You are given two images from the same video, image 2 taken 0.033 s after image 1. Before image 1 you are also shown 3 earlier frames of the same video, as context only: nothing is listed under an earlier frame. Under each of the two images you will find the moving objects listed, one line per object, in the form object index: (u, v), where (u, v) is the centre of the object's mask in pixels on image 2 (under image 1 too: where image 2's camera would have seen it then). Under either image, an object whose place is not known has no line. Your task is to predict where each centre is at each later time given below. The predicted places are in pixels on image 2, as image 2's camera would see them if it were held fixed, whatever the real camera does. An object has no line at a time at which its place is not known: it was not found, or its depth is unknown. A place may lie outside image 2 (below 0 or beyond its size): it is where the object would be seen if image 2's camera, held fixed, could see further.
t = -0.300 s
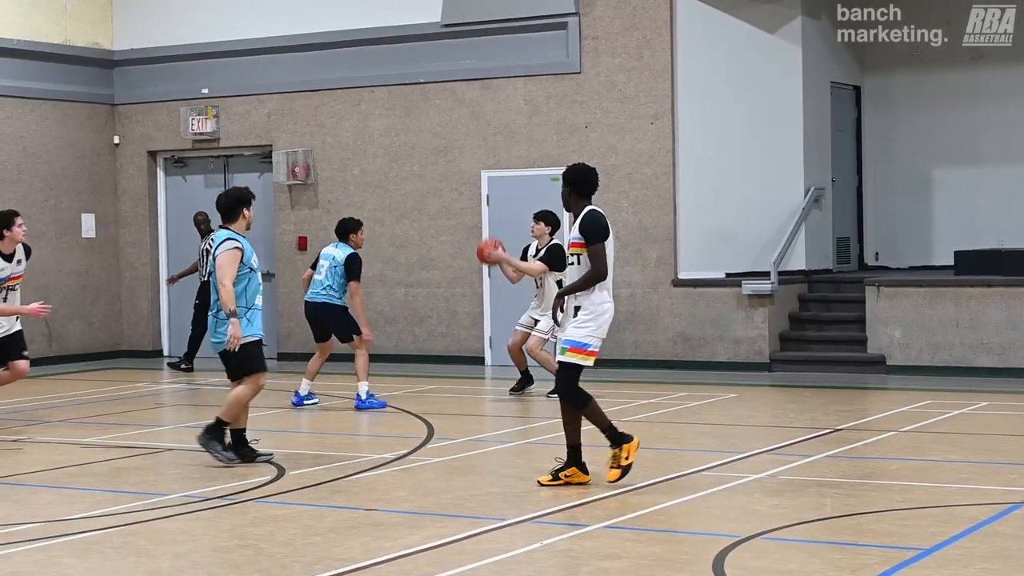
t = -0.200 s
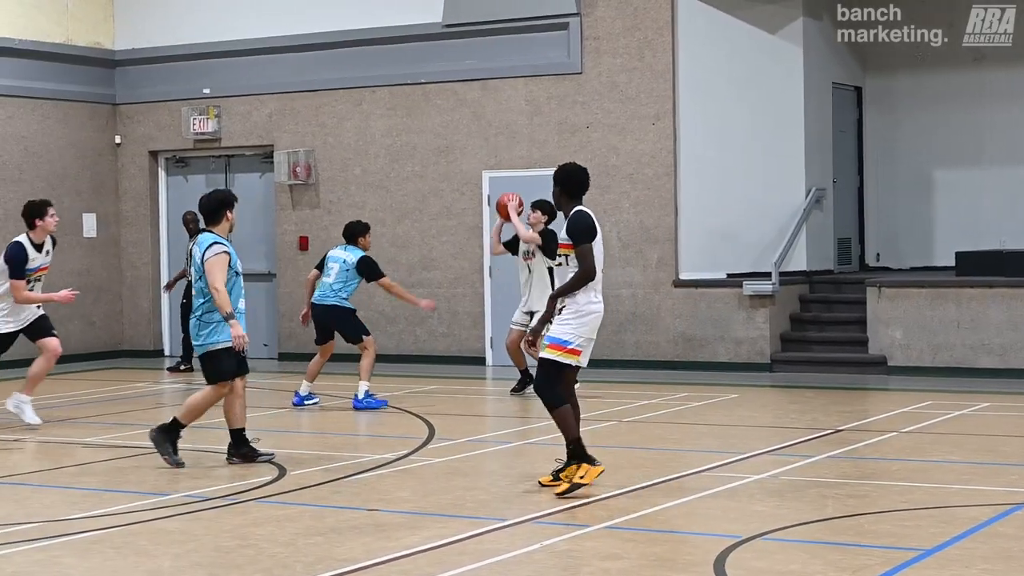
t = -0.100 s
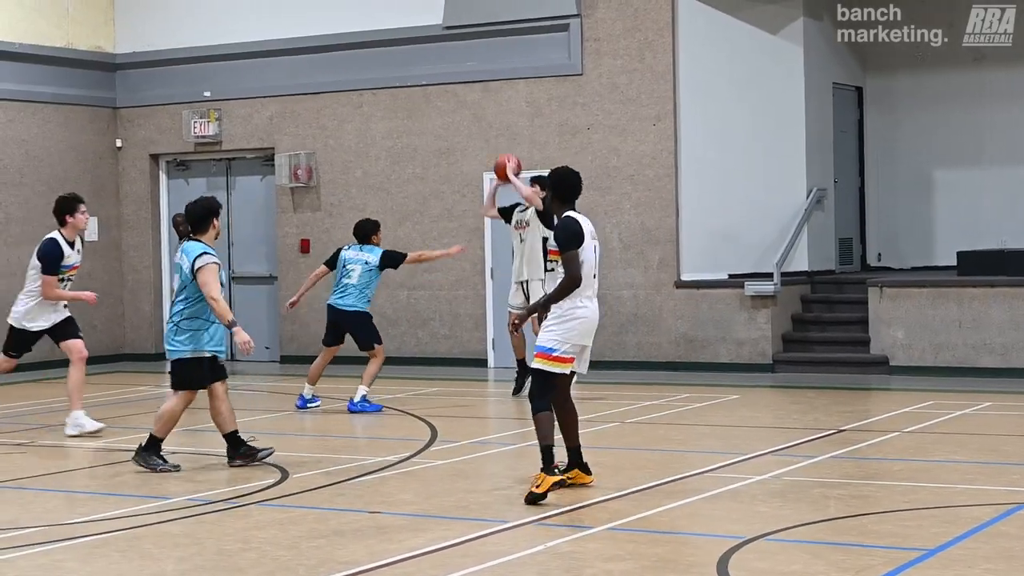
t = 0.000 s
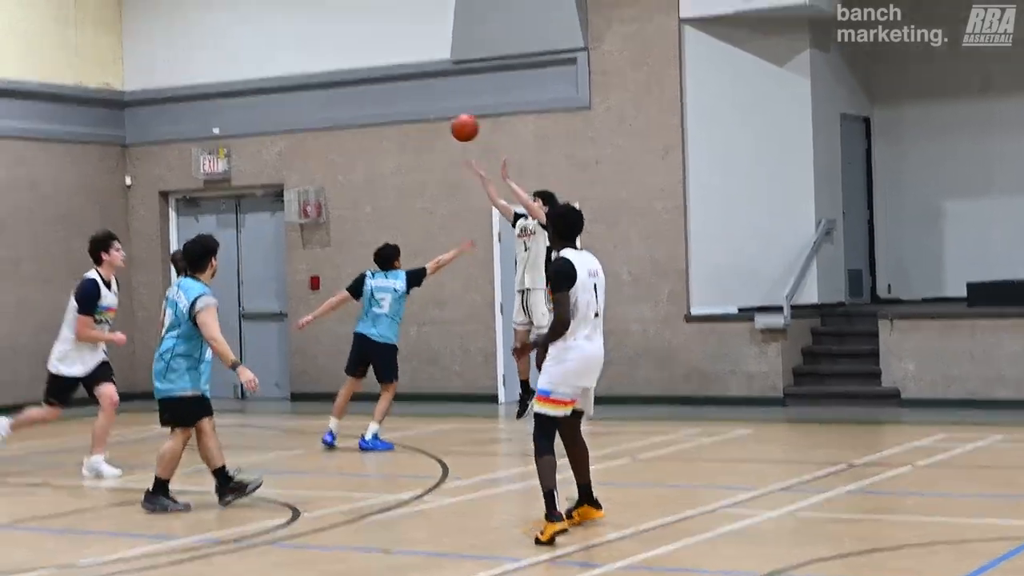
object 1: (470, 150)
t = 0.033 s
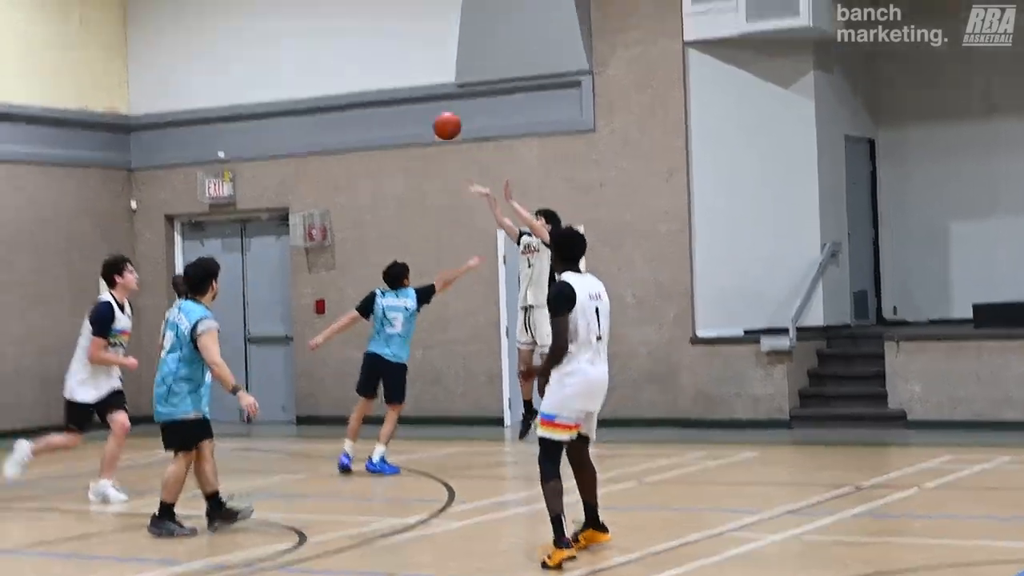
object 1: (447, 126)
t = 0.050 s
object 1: (436, 114)
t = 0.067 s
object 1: (425, 102)
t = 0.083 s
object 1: (413, 90)
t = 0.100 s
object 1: (402, 78)
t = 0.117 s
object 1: (391, 67)
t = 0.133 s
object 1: (379, 56)
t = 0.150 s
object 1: (368, 45)
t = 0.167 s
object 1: (356, 35)
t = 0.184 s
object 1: (345, 24)
